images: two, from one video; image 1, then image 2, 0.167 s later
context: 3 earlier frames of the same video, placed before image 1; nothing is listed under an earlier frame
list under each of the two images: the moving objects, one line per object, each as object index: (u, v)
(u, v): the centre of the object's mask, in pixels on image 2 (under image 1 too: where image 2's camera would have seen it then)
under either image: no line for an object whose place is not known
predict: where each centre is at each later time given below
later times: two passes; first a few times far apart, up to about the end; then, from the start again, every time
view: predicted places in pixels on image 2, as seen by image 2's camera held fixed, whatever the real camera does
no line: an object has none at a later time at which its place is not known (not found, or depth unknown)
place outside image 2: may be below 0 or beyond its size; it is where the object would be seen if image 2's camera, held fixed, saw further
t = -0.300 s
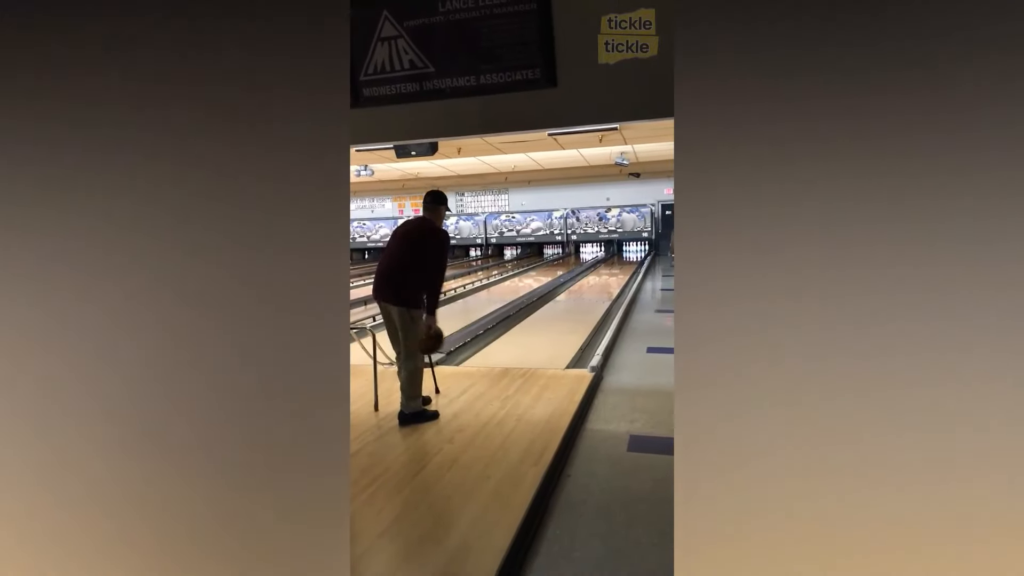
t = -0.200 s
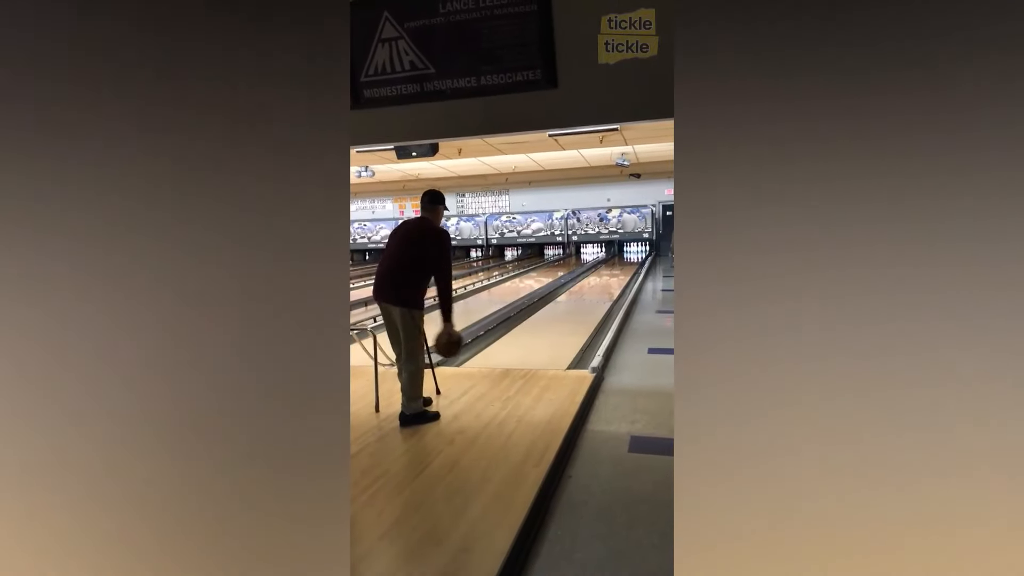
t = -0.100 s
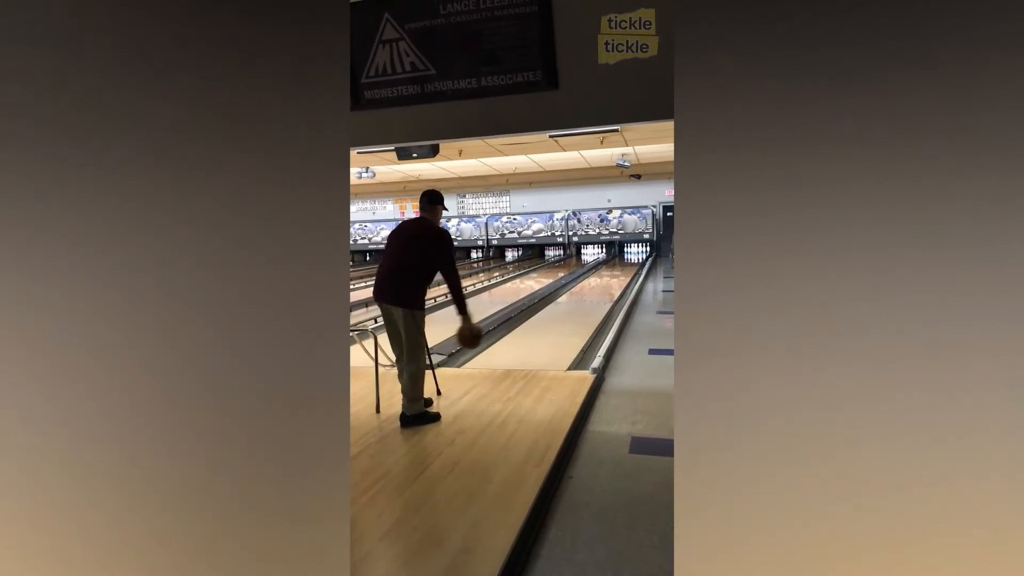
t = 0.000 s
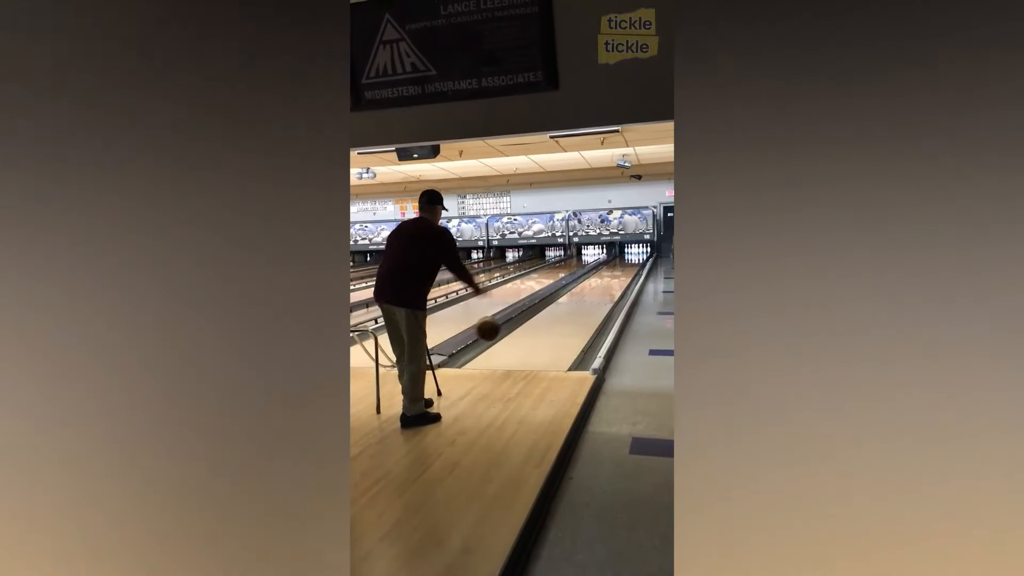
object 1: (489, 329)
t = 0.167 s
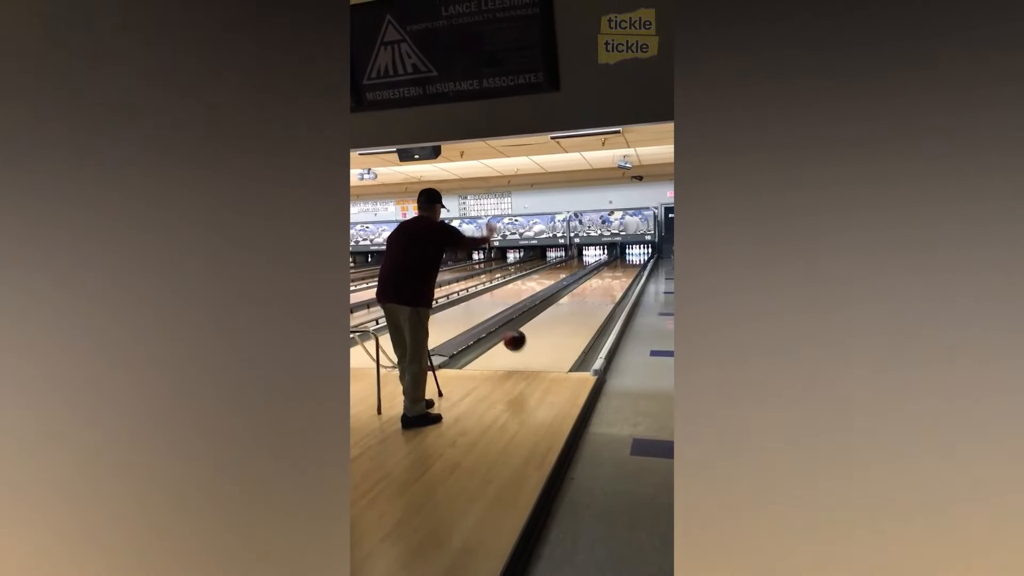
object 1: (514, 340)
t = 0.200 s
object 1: (519, 345)
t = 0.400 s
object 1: (541, 343)
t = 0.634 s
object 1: (561, 329)
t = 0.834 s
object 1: (575, 320)
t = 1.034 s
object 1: (586, 311)
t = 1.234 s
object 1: (595, 304)
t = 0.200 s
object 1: (519, 345)
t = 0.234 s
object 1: (523, 350)
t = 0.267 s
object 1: (528, 354)
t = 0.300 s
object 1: (531, 349)
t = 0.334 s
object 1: (535, 345)
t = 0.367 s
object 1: (538, 343)
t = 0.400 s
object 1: (541, 343)
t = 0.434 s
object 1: (544, 342)
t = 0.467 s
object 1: (548, 339)
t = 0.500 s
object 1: (551, 337)
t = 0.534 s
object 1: (553, 335)
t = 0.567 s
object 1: (556, 333)
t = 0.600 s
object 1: (559, 331)
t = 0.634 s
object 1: (561, 329)
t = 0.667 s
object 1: (564, 328)
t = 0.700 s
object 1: (566, 326)
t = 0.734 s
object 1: (568, 324)
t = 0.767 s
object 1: (571, 322)
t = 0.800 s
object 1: (573, 321)
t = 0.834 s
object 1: (575, 320)
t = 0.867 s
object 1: (577, 318)
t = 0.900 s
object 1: (579, 317)
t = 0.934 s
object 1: (581, 315)
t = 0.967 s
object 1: (583, 314)
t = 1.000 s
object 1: (584, 313)
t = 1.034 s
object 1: (586, 311)
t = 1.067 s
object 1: (588, 310)
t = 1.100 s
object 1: (590, 309)
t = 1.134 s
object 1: (591, 307)
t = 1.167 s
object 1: (592, 306)
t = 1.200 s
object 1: (594, 305)
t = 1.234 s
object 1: (595, 304)
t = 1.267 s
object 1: (596, 303)
